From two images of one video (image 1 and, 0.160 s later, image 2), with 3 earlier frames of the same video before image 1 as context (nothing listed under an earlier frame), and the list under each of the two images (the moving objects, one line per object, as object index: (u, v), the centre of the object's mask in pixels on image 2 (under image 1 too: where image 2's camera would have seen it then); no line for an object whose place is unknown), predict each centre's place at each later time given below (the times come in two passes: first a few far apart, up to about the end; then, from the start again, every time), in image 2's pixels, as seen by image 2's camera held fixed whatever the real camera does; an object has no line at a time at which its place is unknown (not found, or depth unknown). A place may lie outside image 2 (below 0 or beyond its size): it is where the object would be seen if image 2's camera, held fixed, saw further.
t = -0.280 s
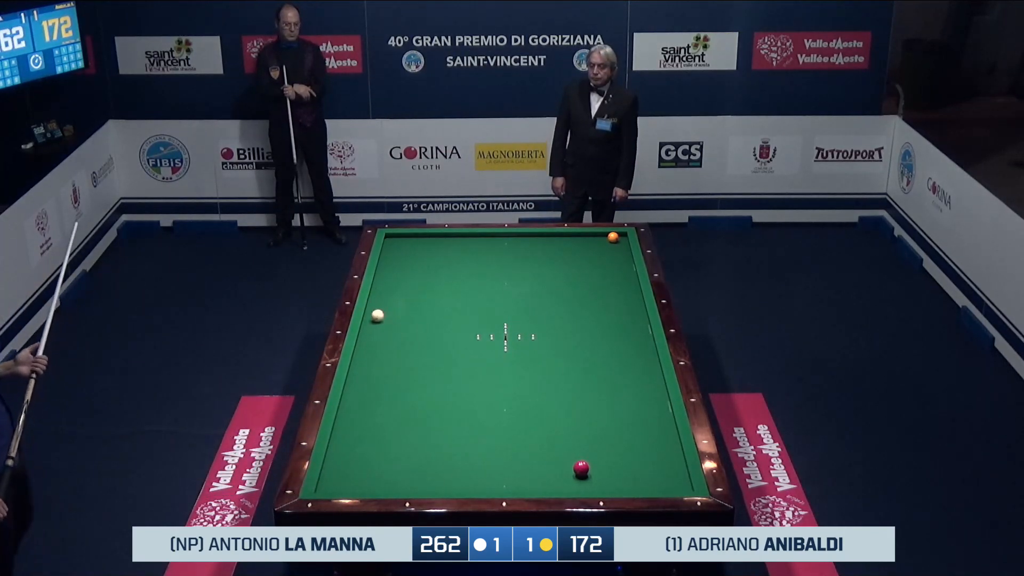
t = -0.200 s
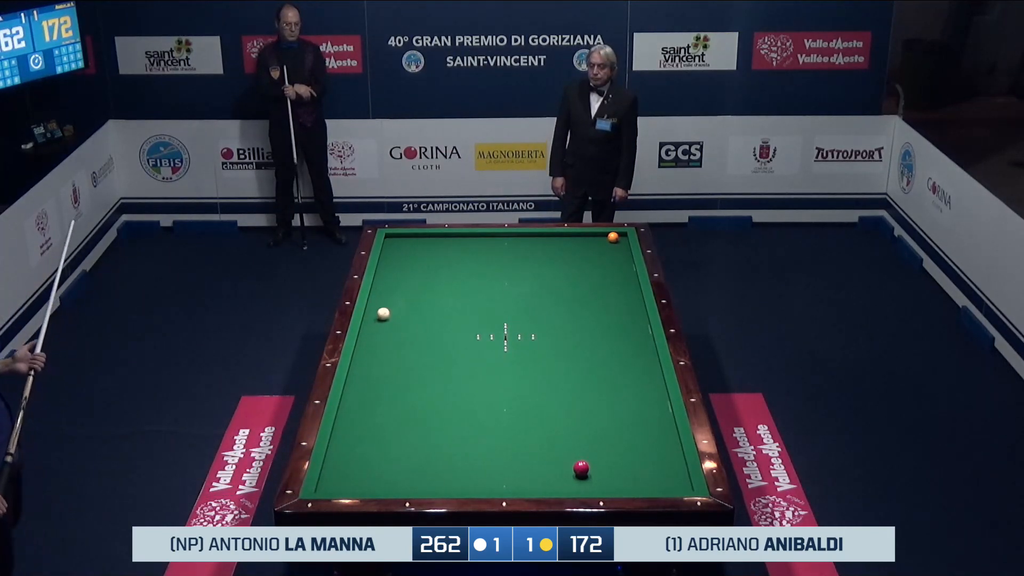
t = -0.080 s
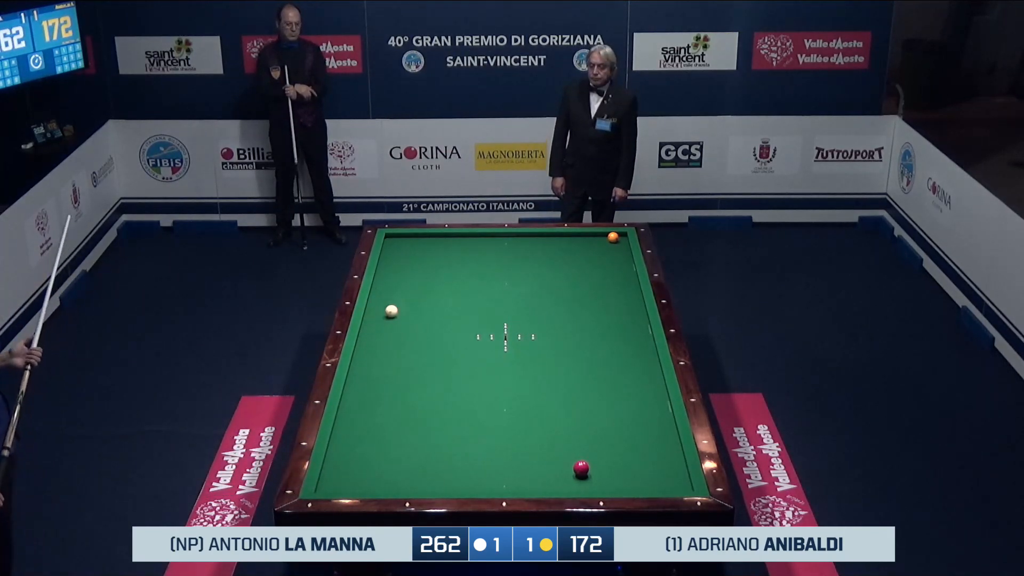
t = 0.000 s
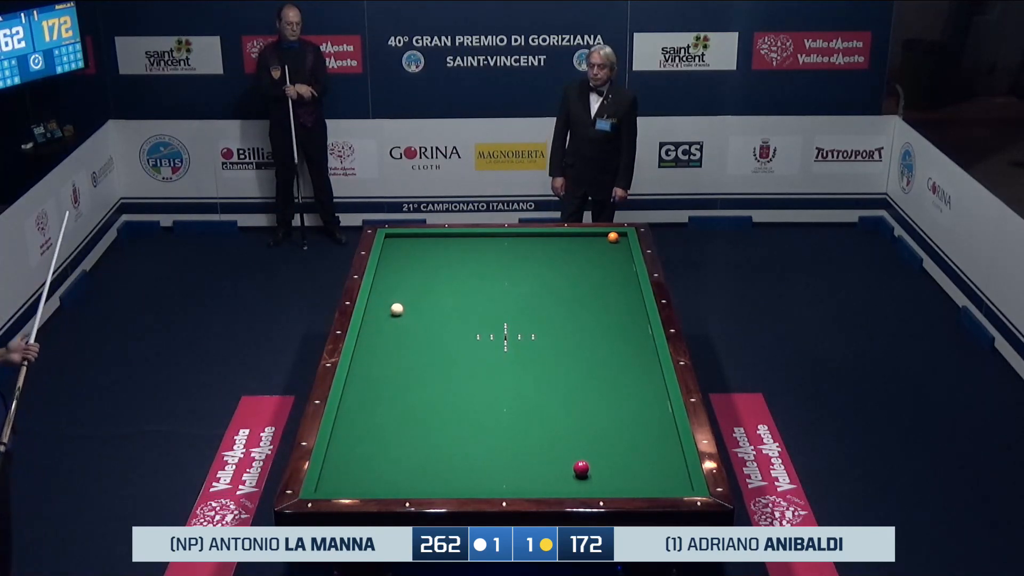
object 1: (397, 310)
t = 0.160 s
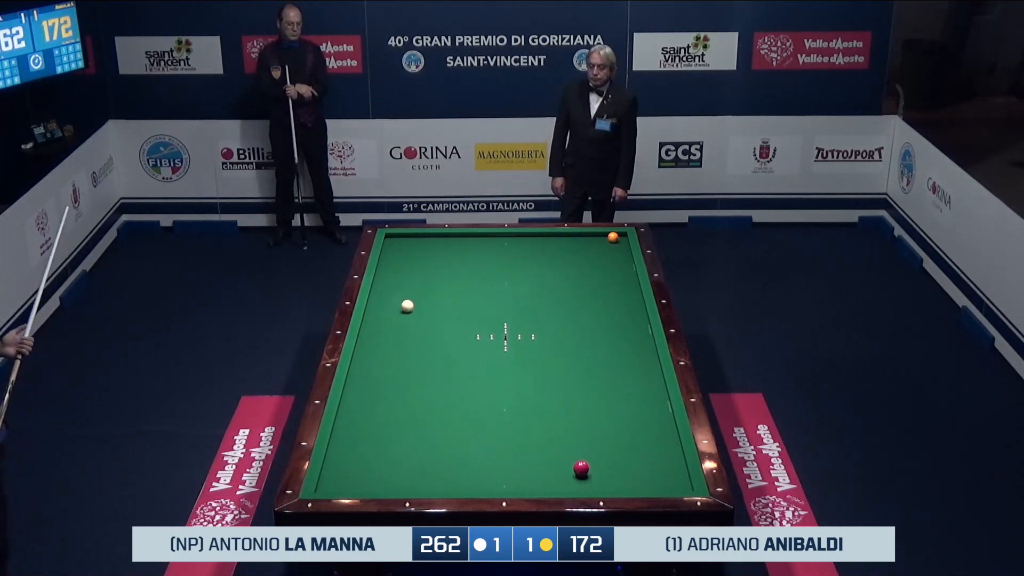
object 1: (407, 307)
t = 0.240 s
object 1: (412, 305)
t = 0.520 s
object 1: (429, 299)
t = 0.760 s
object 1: (443, 294)
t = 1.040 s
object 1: (459, 289)
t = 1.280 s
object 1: (472, 285)
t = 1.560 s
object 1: (486, 281)
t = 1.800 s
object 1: (497, 277)
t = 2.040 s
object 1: (508, 273)
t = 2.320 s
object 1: (520, 269)
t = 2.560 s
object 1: (531, 266)
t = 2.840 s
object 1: (541, 262)
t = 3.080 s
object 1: (550, 260)
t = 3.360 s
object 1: (560, 256)
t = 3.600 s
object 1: (568, 254)
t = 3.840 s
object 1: (576, 252)
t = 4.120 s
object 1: (584, 249)
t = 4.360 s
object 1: (591, 247)
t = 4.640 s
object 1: (598, 244)
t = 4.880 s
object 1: (604, 242)
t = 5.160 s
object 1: (609, 241)
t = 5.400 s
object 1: (612, 241)
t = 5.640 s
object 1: (615, 241)
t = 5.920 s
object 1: (617, 241)
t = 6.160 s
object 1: (618, 241)
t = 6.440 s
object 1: (619, 241)
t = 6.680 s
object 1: (620, 241)
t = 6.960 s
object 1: (620, 241)
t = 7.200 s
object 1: (620, 241)
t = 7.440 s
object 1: (619, 241)
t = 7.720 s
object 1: (620, 241)
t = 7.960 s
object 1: (620, 241)
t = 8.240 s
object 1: (620, 241)
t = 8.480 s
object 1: (620, 241)
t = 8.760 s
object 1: (620, 241)
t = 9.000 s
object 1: (620, 241)
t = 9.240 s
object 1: (620, 241)
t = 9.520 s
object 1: (620, 241)
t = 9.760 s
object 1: (620, 241)
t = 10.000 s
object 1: (620, 241)
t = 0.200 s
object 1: (410, 306)
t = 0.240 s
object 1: (412, 305)
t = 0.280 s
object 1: (415, 304)
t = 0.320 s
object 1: (417, 303)
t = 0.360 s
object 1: (420, 302)
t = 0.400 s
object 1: (422, 302)
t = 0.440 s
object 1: (425, 301)
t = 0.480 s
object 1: (427, 300)
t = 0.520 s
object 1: (429, 299)
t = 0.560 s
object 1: (432, 298)
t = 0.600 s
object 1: (434, 298)
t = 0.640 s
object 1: (436, 297)
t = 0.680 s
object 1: (439, 296)
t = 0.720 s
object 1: (441, 295)
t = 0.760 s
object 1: (443, 294)
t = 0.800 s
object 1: (446, 294)
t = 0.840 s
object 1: (448, 293)
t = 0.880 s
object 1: (450, 292)
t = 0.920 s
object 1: (452, 292)
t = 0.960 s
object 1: (455, 291)
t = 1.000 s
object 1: (457, 290)
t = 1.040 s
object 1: (459, 289)
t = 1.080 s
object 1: (461, 289)
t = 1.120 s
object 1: (463, 288)
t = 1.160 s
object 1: (465, 287)
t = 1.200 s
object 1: (467, 287)
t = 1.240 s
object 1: (470, 286)
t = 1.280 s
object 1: (472, 285)
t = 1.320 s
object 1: (474, 285)
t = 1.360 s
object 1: (476, 284)
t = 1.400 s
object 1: (478, 283)
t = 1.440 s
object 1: (480, 283)
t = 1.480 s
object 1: (482, 282)
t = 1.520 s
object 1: (484, 281)
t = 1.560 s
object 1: (486, 281)
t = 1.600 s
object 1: (488, 280)
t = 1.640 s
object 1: (490, 279)
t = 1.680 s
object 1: (492, 279)
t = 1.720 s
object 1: (494, 278)
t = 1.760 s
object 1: (495, 277)
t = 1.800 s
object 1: (497, 277)
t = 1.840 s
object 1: (499, 276)
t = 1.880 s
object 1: (501, 276)
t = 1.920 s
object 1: (503, 275)
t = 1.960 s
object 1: (505, 274)
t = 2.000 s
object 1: (506, 274)
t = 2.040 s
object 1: (508, 273)
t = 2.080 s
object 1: (510, 273)
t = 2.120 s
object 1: (512, 272)
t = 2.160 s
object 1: (514, 272)
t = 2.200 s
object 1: (515, 271)
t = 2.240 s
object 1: (517, 270)
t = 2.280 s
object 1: (519, 270)
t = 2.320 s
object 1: (520, 269)
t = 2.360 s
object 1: (522, 269)
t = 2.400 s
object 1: (524, 268)
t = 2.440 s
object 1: (526, 268)
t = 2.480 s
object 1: (527, 267)
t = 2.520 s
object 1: (529, 267)
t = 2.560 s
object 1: (531, 266)
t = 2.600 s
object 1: (532, 266)
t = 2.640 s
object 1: (534, 265)
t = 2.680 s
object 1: (535, 265)
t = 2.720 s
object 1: (537, 264)
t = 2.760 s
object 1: (538, 263)
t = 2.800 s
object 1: (540, 263)
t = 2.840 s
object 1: (541, 262)
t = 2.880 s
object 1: (543, 262)
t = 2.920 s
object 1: (545, 261)
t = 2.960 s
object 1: (546, 261)
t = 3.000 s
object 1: (548, 261)
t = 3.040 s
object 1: (549, 260)
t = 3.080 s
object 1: (550, 260)
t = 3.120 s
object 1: (552, 259)
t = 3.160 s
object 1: (553, 259)
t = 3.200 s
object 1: (555, 258)
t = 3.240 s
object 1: (556, 258)
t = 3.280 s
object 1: (558, 257)
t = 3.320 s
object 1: (559, 257)
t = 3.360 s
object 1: (560, 256)
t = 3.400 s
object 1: (562, 256)
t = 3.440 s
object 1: (563, 256)
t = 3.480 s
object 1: (564, 255)
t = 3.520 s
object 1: (566, 255)
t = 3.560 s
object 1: (567, 254)
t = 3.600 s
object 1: (568, 254)
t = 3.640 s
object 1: (570, 254)
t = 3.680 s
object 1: (571, 253)
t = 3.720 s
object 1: (572, 253)
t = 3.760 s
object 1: (574, 252)
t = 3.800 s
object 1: (575, 252)
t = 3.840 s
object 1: (576, 252)
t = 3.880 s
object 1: (577, 251)
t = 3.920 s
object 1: (578, 251)
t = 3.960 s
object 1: (580, 250)
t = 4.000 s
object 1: (581, 250)
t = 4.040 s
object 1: (582, 250)
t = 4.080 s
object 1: (583, 249)
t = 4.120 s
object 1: (584, 249)
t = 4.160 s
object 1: (585, 249)
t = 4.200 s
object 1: (587, 248)
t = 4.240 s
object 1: (588, 248)
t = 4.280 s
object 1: (589, 247)
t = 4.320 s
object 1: (590, 247)
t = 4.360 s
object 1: (591, 247)
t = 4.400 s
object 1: (592, 246)
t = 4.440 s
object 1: (593, 246)
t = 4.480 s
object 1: (594, 246)
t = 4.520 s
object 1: (595, 245)
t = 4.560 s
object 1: (596, 245)
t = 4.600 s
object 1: (597, 245)
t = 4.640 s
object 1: (598, 244)
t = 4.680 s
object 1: (599, 244)
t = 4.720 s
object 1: (600, 244)
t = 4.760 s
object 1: (601, 243)
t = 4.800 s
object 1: (602, 243)
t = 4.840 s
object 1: (603, 243)
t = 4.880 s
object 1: (604, 242)
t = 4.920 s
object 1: (605, 242)
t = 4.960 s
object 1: (606, 242)
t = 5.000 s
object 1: (607, 242)
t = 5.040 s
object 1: (608, 241)
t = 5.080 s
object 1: (608, 241)
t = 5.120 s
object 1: (609, 241)
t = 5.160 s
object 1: (609, 241)
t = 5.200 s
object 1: (610, 241)
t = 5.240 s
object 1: (611, 241)
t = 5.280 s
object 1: (611, 241)
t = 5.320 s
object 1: (612, 241)
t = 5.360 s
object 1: (612, 241)
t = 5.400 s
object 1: (612, 241)
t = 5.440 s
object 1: (613, 241)
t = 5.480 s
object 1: (613, 241)
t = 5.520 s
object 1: (614, 241)
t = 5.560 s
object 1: (614, 241)
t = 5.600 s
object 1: (615, 241)
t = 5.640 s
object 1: (615, 241)
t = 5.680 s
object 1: (615, 241)
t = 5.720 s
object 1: (615, 241)
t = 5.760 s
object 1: (616, 241)
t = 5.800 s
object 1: (616, 241)
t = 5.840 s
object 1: (616, 241)
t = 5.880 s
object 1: (617, 241)
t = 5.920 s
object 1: (617, 241)
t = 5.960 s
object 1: (617, 241)
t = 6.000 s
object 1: (617, 241)
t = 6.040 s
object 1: (618, 241)
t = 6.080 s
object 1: (618, 241)
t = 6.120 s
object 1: (618, 241)
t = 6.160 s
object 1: (618, 241)
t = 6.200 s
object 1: (618, 241)
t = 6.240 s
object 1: (619, 241)
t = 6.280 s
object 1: (619, 241)
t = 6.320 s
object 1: (619, 241)
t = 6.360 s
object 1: (619, 241)
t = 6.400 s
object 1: (619, 241)
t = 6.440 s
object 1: (619, 241)
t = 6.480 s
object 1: (619, 241)
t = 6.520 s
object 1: (619, 241)
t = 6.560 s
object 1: (620, 241)
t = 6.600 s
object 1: (620, 241)
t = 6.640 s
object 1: (620, 241)
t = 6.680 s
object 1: (620, 241)
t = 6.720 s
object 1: (620, 241)
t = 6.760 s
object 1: (620, 241)
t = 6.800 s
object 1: (620, 241)
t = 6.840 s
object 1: (620, 241)
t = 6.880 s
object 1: (620, 241)
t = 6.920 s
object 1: (620, 241)
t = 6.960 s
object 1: (620, 241)
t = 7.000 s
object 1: (620, 241)
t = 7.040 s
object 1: (620, 241)
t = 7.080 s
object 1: (620, 241)
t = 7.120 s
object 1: (620, 241)
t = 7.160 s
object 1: (620, 241)
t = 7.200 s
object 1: (620, 241)
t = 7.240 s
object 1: (619, 241)
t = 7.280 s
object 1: (620, 241)
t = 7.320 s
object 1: (619, 241)
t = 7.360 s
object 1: (620, 241)
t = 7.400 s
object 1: (619, 241)
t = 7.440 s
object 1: (619, 241)
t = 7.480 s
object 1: (620, 241)
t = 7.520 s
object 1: (619, 241)
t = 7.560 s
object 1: (619, 241)
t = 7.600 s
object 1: (620, 241)
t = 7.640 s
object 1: (619, 241)
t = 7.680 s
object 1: (620, 241)
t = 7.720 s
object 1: (620, 241)
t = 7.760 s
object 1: (620, 241)
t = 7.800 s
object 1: (620, 241)
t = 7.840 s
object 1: (620, 241)
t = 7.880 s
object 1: (620, 241)
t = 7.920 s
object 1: (620, 241)
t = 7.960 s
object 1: (620, 241)
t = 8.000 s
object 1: (620, 241)
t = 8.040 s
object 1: (620, 241)
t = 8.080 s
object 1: (620, 241)
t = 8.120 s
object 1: (620, 241)
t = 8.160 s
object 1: (620, 241)
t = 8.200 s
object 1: (620, 241)
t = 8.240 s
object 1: (620, 241)
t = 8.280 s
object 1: (620, 241)
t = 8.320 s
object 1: (620, 241)
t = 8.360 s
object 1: (620, 241)
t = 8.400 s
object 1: (620, 241)
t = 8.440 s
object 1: (620, 241)
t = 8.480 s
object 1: (620, 241)
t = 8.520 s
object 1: (620, 241)
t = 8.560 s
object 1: (620, 241)
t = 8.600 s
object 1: (620, 241)
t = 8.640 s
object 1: (620, 241)
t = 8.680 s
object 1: (620, 241)
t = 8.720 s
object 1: (620, 241)
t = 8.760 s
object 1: (620, 241)
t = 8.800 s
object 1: (620, 241)
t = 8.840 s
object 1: (620, 241)
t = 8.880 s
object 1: (620, 241)
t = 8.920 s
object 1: (620, 241)
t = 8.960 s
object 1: (620, 241)
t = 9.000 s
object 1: (620, 241)
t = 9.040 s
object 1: (620, 241)
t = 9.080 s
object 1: (620, 241)
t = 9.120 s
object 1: (620, 241)
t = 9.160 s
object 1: (620, 241)
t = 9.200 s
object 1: (620, 241)
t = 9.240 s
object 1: (620, 241)
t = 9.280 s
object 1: (620, 241)
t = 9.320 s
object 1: (620, 241)
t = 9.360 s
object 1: (620, 241)
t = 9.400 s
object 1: (620, 241)
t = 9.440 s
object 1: (620, 241)
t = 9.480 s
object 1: (620, 241)
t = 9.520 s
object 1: (620, 241)
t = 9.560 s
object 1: (620, 241)
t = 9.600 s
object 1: (620, 241)
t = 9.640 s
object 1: (620, 241)
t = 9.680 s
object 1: (620, 241)
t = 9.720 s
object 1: (620, 241)
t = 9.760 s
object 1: (620, 241)
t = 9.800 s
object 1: (620, 241)
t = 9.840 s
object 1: (620, 241)
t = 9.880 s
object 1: (620, 241)
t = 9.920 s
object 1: (620, 241)
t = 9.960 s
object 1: (620, 241)
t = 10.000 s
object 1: (620, 241)
